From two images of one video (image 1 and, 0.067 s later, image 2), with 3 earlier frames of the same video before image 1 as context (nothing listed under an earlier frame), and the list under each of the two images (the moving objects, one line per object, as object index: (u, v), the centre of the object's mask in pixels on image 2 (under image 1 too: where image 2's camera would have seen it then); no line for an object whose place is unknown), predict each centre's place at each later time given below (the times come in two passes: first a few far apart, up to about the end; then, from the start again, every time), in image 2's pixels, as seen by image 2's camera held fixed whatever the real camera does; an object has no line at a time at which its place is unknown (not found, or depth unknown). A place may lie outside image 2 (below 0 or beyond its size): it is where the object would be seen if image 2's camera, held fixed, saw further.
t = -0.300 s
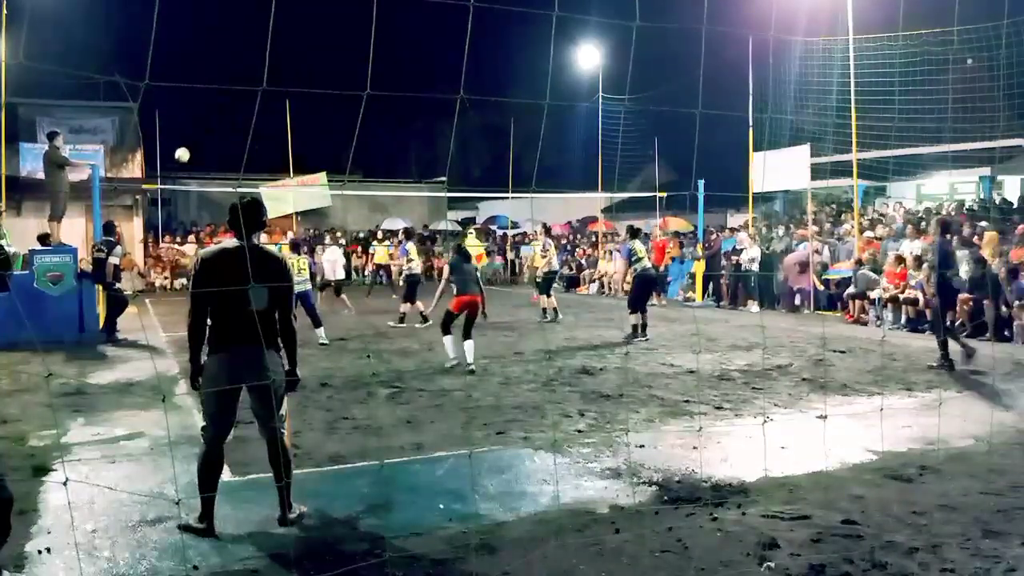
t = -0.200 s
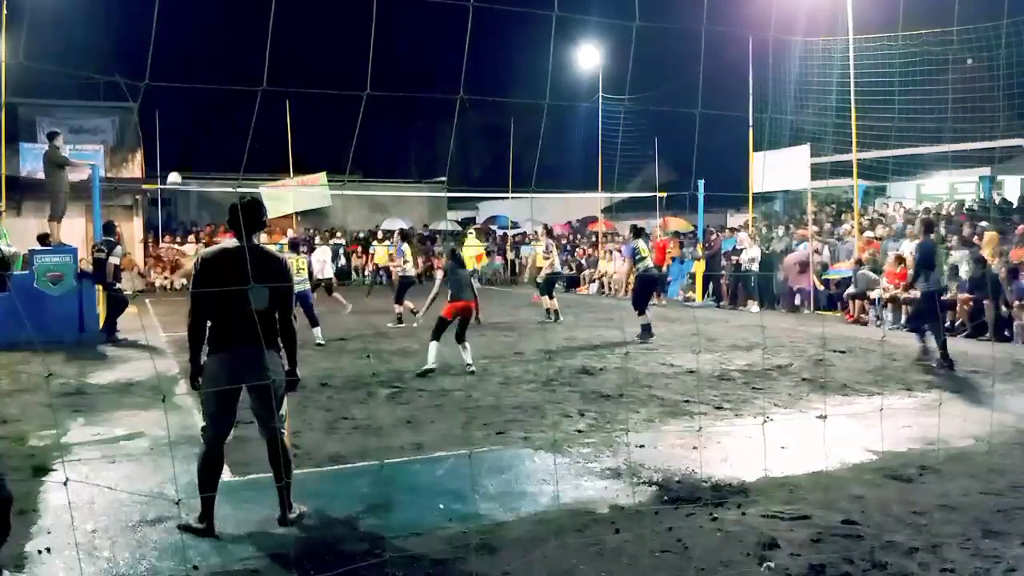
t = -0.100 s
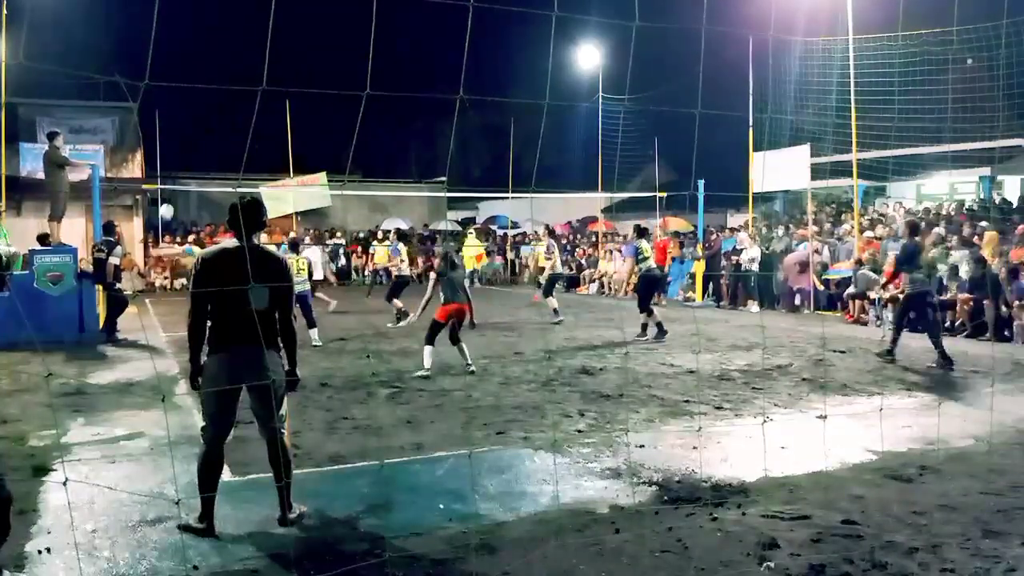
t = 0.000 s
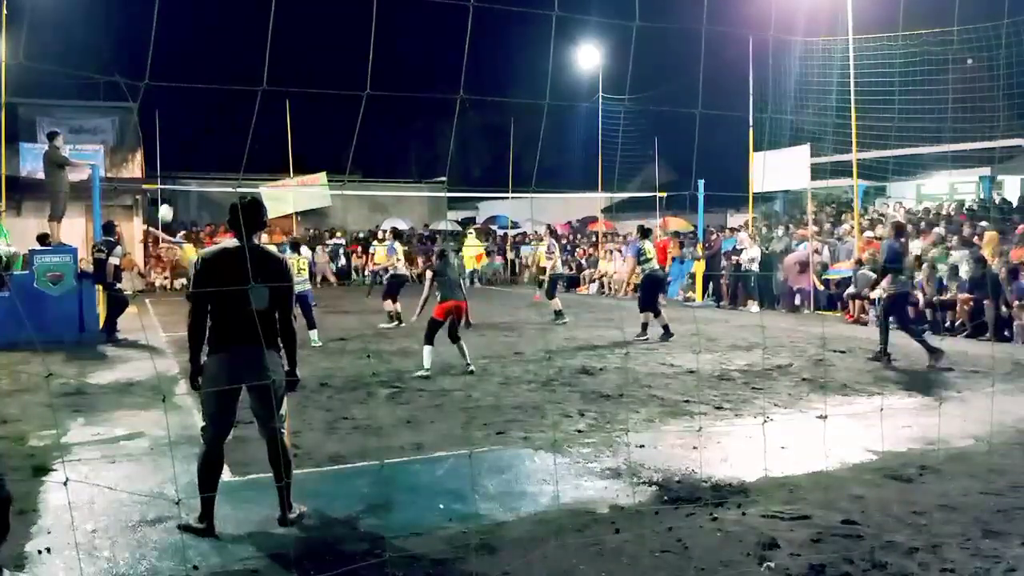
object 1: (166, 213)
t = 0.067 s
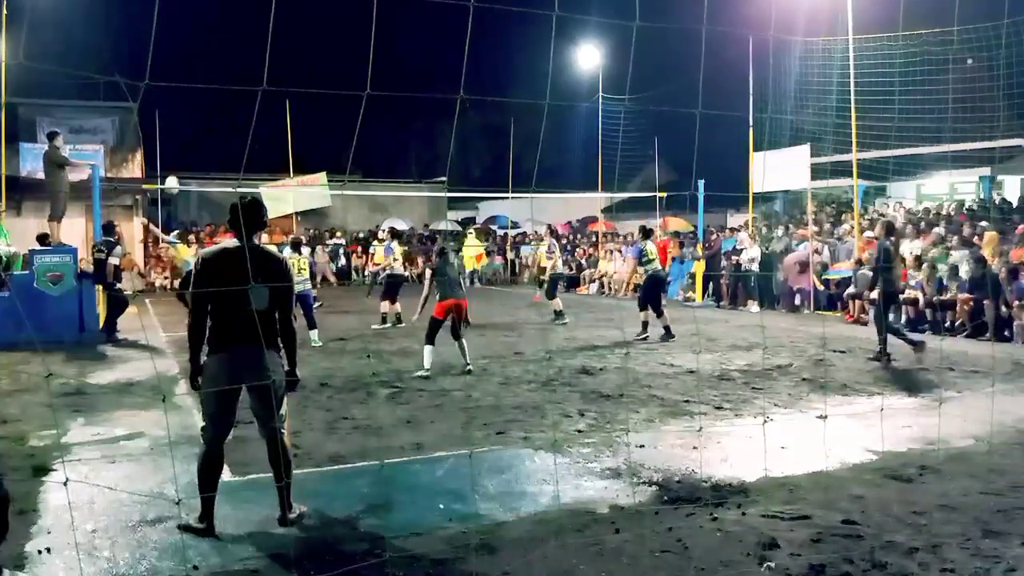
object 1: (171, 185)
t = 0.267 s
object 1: (190, 117)
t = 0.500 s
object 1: (214, 71)
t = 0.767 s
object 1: (241, 60)
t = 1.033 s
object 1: (270, 91)
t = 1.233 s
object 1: (290, 142)
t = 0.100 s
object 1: (175, 171)
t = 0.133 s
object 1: (178, 159)
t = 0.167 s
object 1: (181, 148)
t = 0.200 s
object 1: (184, 137)
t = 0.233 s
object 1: (187, 127)
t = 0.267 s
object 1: (190, 117)
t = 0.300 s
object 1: (194, 108)
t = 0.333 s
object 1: (197, 101)
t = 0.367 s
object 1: (200, 93)
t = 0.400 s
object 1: (204, 87)
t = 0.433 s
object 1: (207, 81)
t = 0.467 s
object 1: (210, 76)
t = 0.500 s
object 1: (214, 71)
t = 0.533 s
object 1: (217, 67)
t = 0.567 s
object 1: (221, 64)
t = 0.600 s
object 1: (224, 62)
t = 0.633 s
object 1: (227, 60)
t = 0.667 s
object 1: (231, 59)
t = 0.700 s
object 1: (235, 59)
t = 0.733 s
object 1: (238, 59)
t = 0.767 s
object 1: (241, 60)
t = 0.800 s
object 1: (245, 62)
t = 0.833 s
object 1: (248, 64)
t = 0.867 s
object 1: (252, 67)
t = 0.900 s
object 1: (256, 70)
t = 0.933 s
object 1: (259, 75)
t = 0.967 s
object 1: (263, 80)
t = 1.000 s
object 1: (266, 85)
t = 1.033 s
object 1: (270, 91)
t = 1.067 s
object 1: (273, 98)
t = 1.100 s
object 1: (277, 106)
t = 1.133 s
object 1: (280, 114)
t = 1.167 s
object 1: (283, 123)
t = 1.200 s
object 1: (287, 132)
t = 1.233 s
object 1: (290, 142)
